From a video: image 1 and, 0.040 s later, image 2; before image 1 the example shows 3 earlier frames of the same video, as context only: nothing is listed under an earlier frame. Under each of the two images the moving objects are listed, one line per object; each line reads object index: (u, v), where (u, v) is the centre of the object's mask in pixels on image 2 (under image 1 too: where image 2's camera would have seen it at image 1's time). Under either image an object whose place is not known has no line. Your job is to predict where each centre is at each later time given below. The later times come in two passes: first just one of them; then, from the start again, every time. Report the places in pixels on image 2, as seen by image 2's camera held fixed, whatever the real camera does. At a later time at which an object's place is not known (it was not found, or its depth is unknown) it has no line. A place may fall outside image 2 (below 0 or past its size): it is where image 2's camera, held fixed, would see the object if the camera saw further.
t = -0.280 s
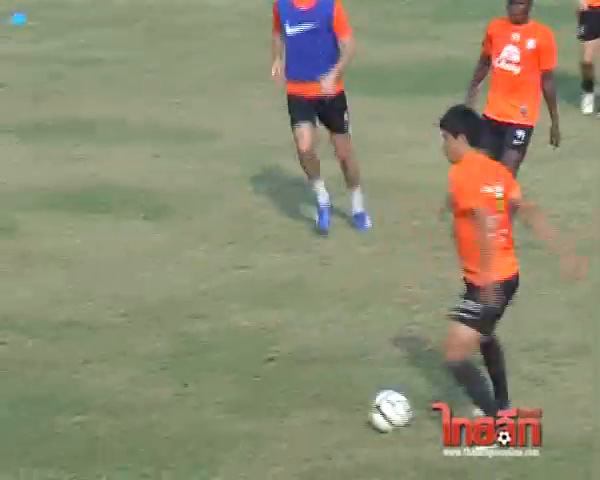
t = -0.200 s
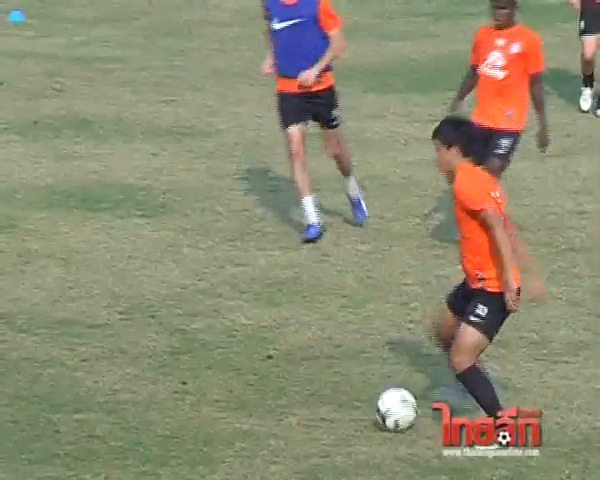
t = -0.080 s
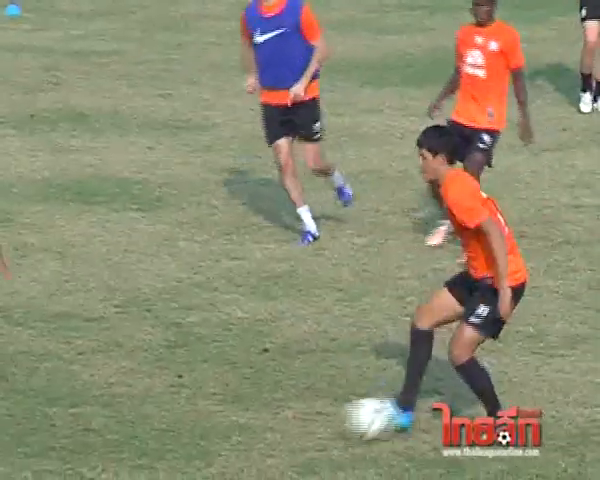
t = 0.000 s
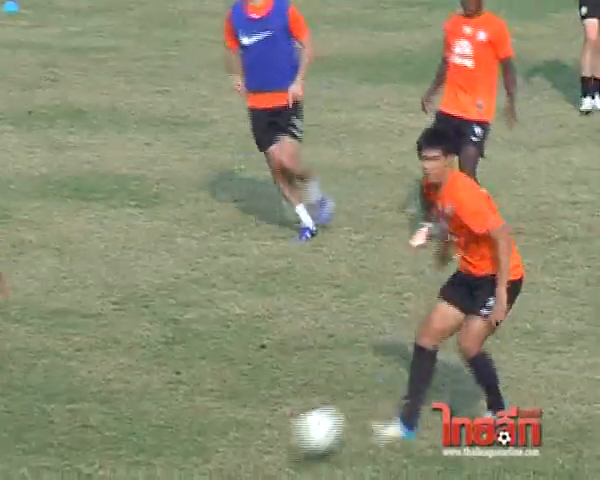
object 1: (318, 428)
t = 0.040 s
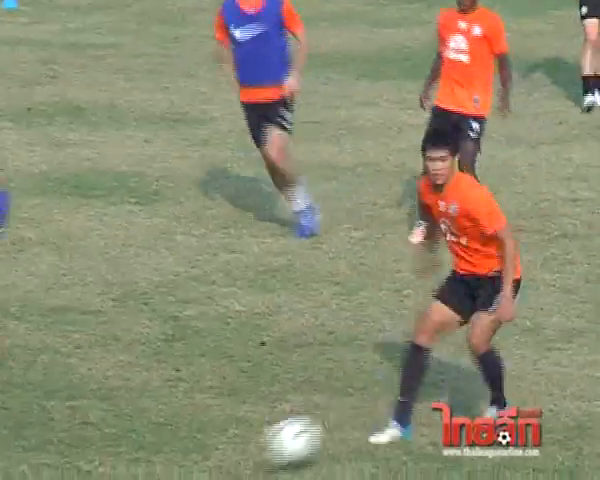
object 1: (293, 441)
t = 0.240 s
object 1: (170, 501)
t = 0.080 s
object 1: (267, 459)
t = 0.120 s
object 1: (240, 474)
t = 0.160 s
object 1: (217, 482)
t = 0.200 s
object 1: (194, 490)
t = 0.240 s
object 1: (170, 501)
